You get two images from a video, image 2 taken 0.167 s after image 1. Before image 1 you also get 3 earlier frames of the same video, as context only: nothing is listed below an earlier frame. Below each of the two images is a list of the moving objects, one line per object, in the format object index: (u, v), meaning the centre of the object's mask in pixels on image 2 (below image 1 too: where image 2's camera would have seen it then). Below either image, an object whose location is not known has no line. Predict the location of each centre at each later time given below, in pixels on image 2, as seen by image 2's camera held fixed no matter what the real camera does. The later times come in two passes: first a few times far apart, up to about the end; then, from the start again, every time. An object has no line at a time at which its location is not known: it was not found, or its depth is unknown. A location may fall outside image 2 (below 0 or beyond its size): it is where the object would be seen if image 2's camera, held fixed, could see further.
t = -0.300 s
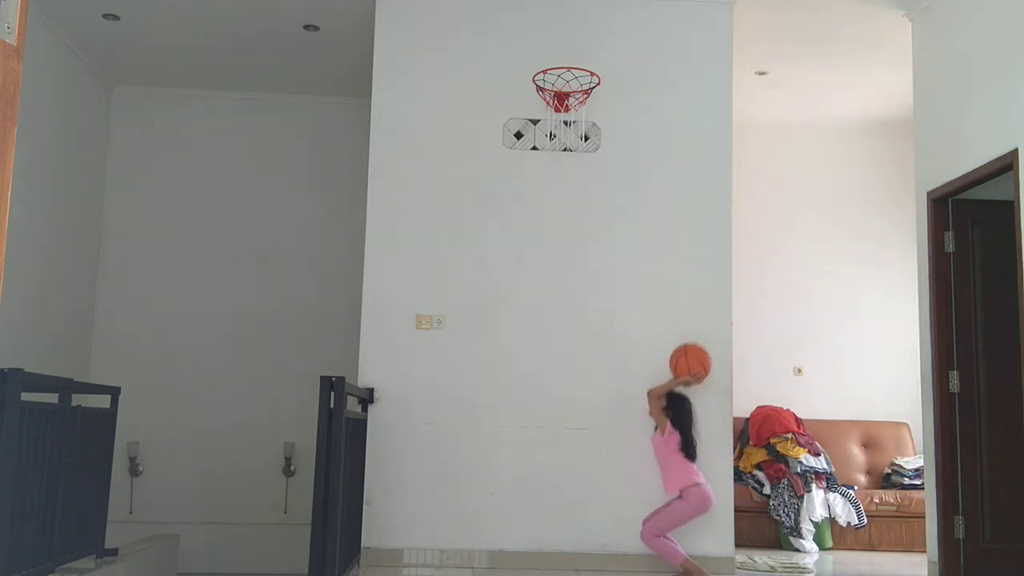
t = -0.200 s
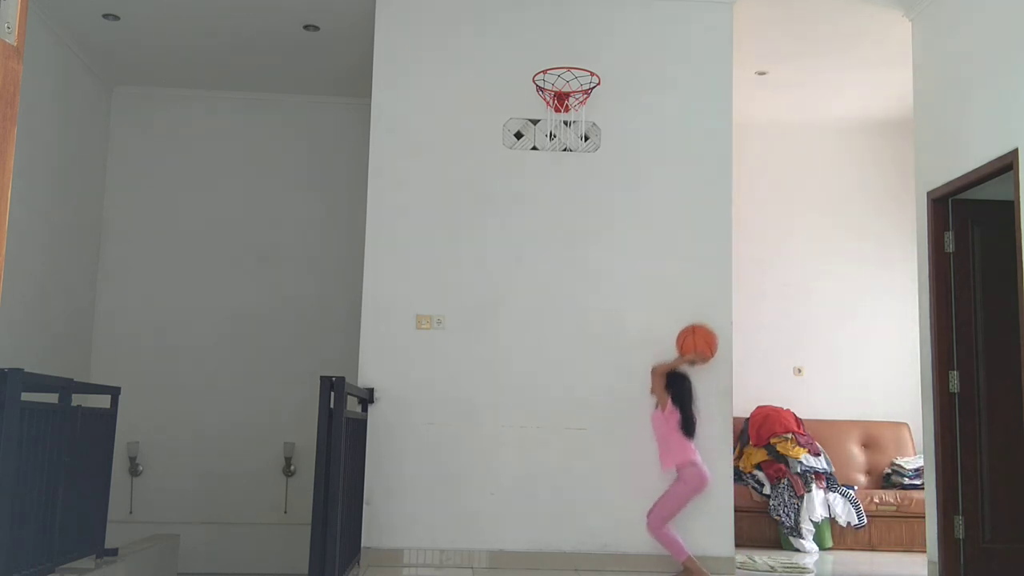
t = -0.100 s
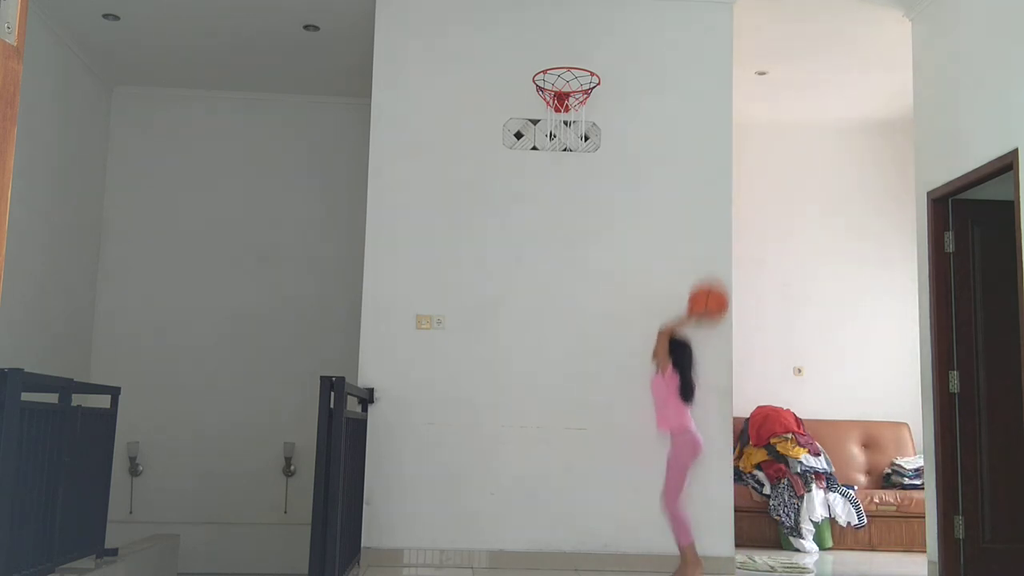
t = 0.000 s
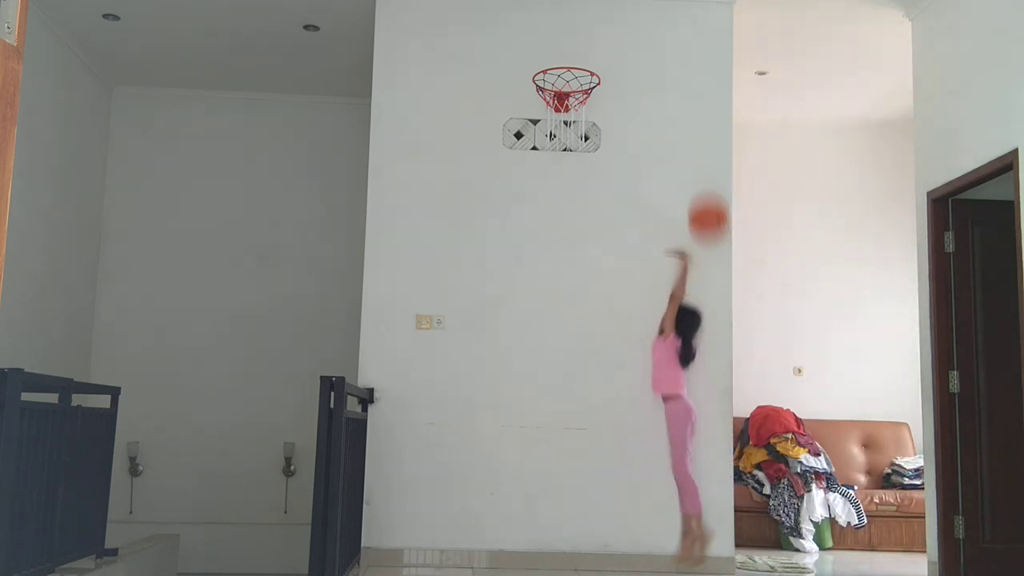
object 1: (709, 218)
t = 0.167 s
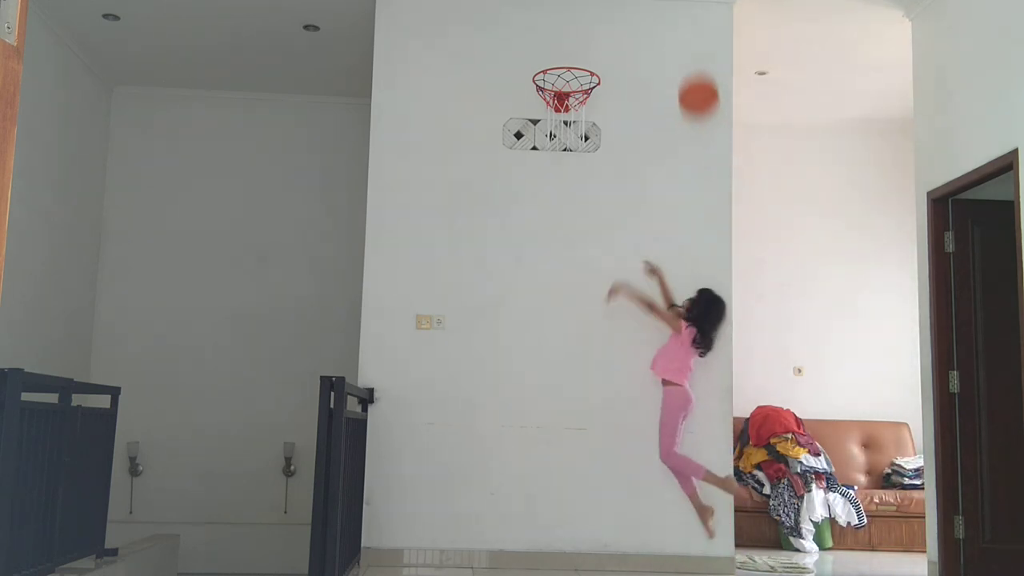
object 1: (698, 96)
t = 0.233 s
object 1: (694, 60)
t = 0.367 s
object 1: (685, 14)
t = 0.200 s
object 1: (696, 77)
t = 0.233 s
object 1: (694, 60)
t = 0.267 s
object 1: (692, 45)
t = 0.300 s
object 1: (689, 31)
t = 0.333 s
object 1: (687, 19)
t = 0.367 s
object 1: (685, 14)
